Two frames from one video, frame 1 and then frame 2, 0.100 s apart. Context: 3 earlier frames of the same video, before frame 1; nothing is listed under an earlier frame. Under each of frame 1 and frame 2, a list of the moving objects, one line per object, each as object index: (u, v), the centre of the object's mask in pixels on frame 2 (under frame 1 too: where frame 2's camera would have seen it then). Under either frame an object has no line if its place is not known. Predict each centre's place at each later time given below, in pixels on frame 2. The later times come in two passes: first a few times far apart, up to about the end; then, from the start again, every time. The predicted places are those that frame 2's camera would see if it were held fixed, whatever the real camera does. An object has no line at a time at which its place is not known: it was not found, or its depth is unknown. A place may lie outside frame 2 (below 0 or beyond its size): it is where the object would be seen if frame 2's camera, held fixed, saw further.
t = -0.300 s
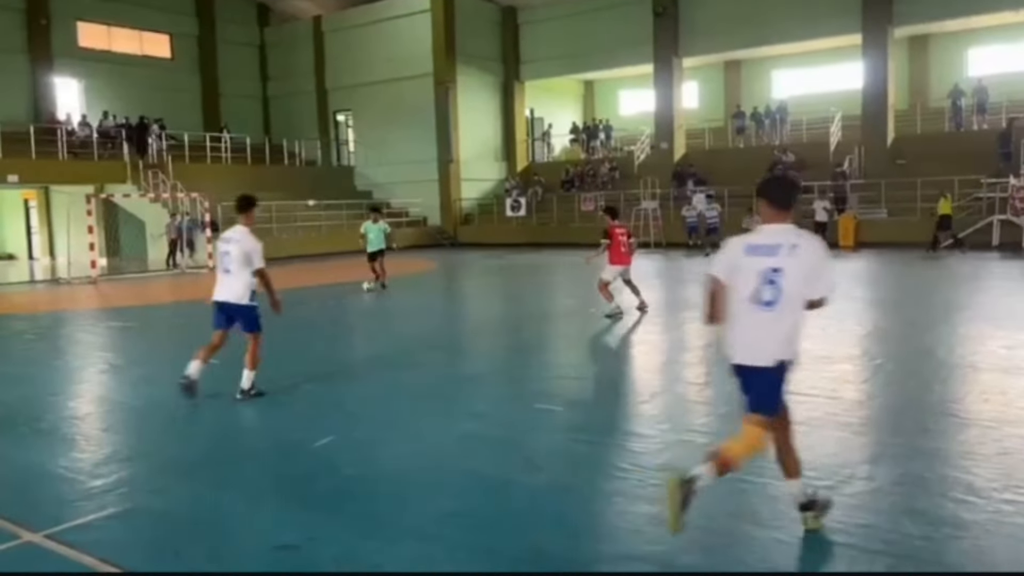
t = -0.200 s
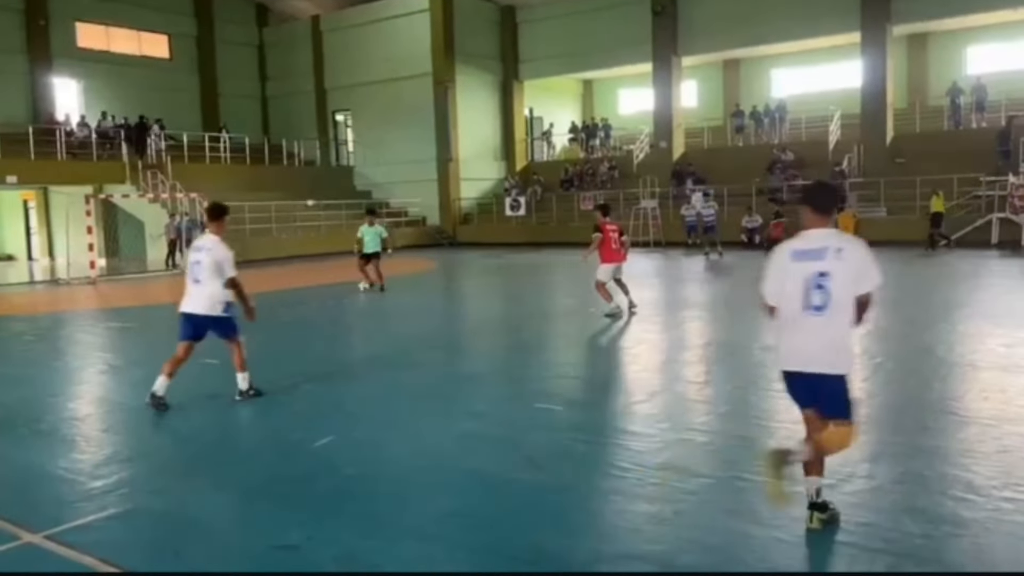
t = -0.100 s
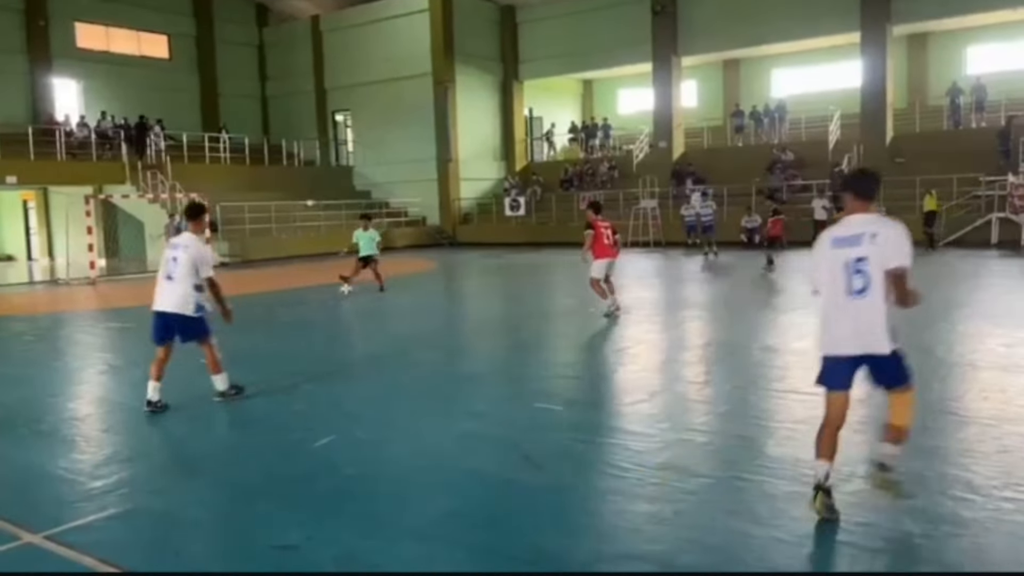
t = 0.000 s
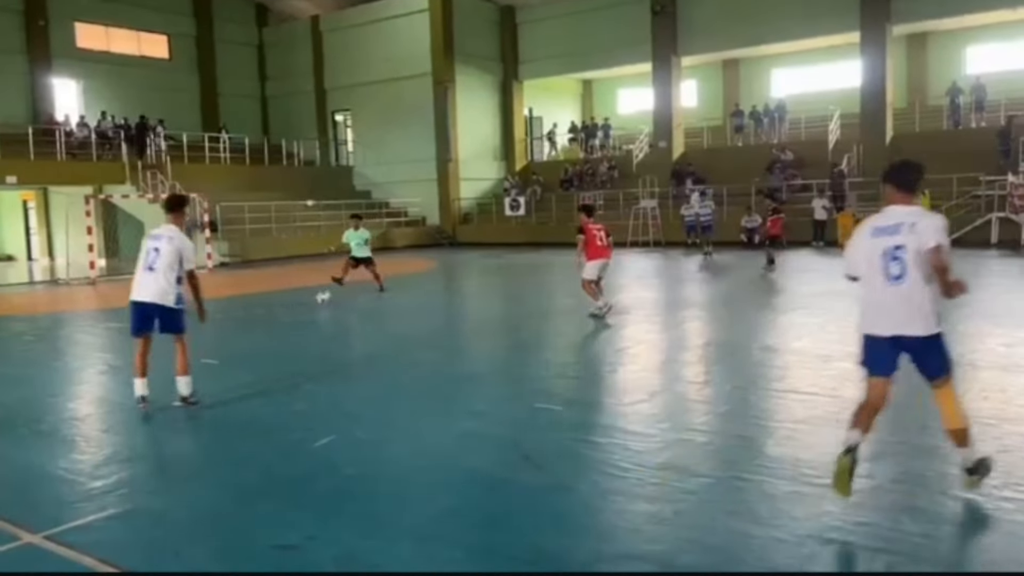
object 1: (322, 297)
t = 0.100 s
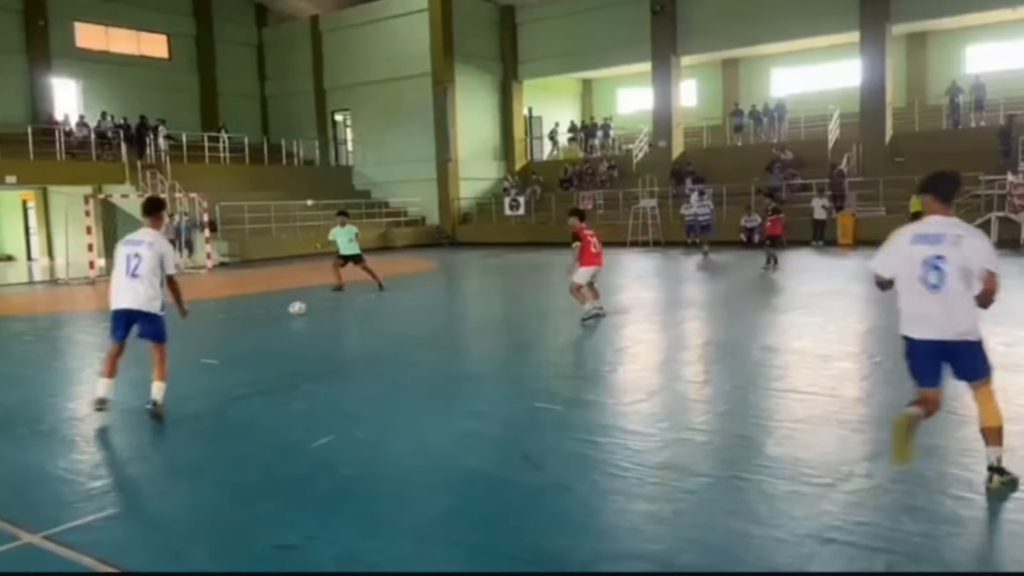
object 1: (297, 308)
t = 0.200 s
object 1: (270, 319)
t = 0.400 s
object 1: (208, 343)
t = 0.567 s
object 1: (147, 367)
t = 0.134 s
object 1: (289, 312)
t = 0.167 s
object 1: (281, 316)
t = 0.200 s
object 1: (270, 319)
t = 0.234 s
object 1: (260, 323)
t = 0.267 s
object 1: (250, 327)
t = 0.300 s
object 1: (241, 331)
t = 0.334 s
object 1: (230, 334)
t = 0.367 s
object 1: (219, 338)
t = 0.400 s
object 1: (208, 343)
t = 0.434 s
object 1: (197, 346)
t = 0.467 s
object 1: (185, 349)
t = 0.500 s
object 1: (172, 354)
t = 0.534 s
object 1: (161, 361)
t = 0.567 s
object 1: (147, 367)
